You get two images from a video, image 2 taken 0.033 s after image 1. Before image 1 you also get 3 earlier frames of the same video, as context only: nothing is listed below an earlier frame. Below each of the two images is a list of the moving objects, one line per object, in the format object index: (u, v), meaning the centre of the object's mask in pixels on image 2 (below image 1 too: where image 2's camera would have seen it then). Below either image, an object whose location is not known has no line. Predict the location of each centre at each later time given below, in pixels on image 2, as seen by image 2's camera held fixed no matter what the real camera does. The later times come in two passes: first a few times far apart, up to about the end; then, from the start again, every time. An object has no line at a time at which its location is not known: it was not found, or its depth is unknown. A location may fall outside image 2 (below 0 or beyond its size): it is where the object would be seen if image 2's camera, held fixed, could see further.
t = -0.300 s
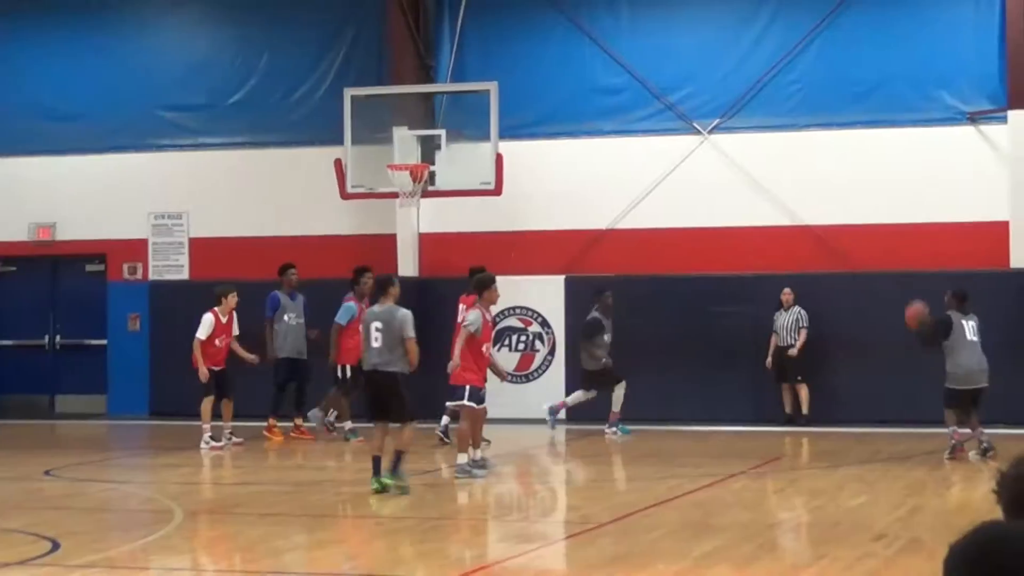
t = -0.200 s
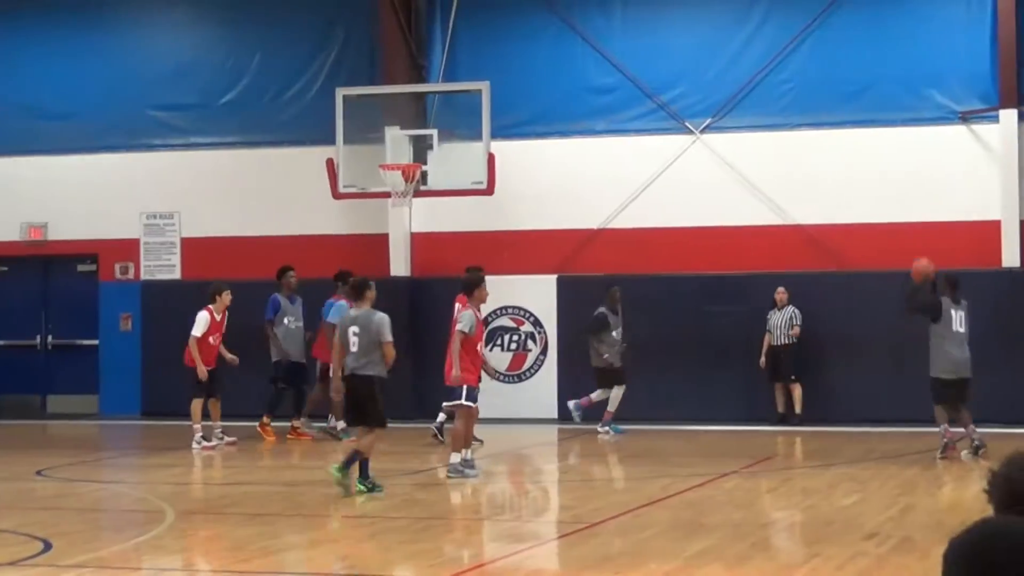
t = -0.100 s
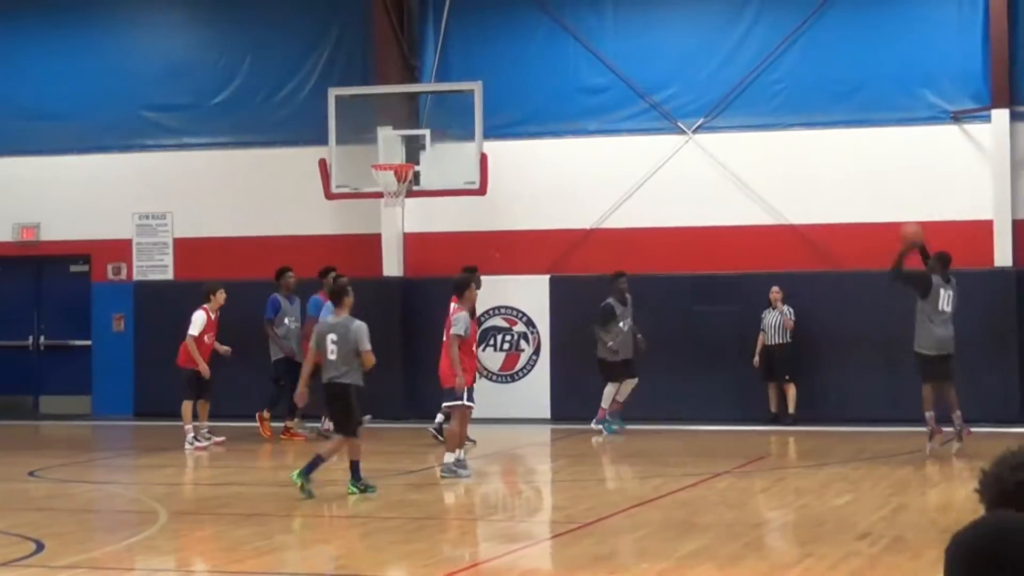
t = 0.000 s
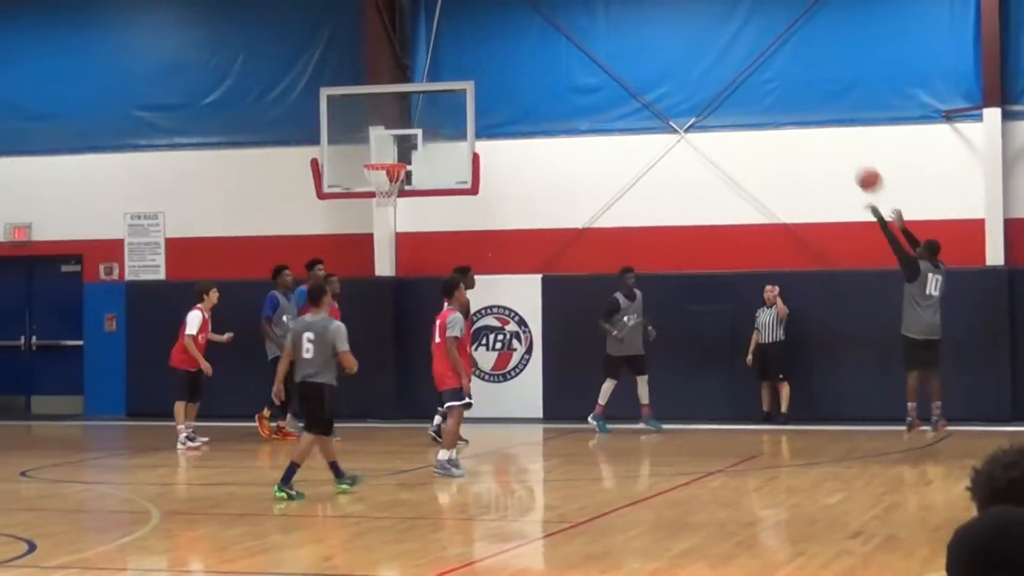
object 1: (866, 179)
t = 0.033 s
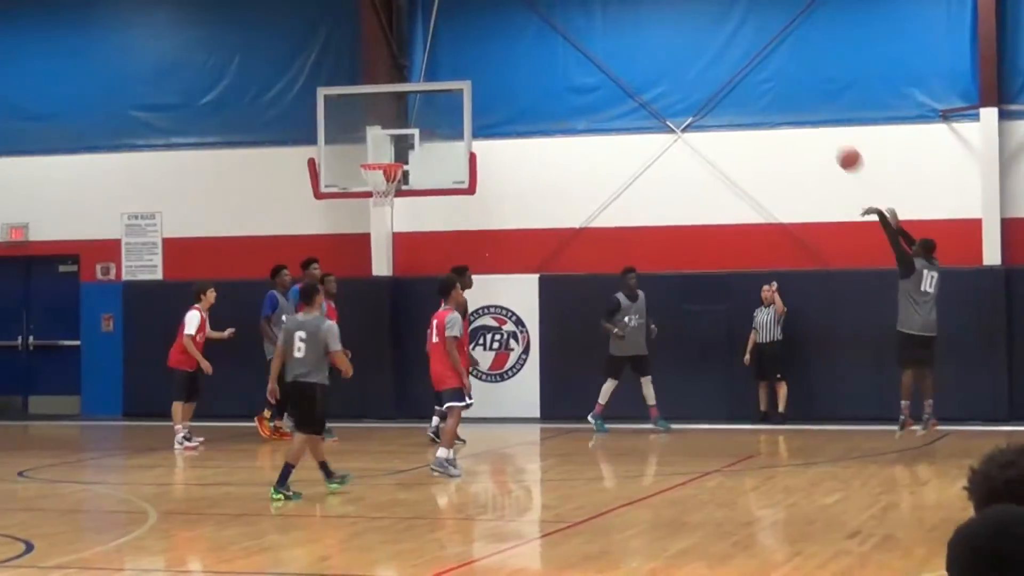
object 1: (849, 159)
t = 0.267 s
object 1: (738, 51)
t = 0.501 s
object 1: (634, 2)
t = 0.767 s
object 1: (523, 7)
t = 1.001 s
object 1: (433, 65)
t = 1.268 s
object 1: (345, 145)
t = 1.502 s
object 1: (287, 109)
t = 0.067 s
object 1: (833, 140)
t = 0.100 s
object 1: (817, 121)
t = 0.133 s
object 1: (801, 105)
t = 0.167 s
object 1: (785, 89)
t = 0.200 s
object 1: (769, 75)
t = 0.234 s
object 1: (754, 62)
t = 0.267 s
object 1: (738, 51)
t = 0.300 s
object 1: (723, 40)
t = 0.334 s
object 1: (707, 31)
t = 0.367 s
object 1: (692, 22)
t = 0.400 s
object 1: (677, 15)
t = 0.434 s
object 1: (663, 9)
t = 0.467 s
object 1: (648, 5)
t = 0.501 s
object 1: (634, 2)
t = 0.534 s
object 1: (619, 1)
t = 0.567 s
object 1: (605, 0)
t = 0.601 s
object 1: (591, -1)
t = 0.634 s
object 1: (577, -1)
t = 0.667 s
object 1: (563, 0)
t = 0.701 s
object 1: (549, 0)
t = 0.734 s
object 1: (536, 3)
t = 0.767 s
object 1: (523, 7)
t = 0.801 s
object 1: (510, 12)
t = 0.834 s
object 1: (496, 19)
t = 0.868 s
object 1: (484, 26)
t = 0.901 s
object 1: (471, 34)
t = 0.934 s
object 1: (458, 43)
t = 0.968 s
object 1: (446, 53)
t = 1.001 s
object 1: (433, 65)
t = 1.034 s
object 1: (421, 76)
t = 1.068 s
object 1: (408, 90)
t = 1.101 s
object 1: (396, 104)
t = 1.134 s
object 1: (385, 117)
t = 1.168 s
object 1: (374, 132)
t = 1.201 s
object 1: (361, 150)
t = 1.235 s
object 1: (353, 153)
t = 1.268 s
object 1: (345, 145)
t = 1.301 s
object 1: (338, 136)
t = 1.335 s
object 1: (328, 129)
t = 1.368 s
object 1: (320, 124)
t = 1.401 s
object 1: (312, 119)
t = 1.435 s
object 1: (304, 115)
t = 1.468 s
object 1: (295, 111)
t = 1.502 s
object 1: (287, 109)
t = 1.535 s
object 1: (278, 108)
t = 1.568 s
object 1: (269, 108)
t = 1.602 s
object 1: (260, 108)
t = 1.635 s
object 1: (251, 109)
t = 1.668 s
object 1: (242, 112)
